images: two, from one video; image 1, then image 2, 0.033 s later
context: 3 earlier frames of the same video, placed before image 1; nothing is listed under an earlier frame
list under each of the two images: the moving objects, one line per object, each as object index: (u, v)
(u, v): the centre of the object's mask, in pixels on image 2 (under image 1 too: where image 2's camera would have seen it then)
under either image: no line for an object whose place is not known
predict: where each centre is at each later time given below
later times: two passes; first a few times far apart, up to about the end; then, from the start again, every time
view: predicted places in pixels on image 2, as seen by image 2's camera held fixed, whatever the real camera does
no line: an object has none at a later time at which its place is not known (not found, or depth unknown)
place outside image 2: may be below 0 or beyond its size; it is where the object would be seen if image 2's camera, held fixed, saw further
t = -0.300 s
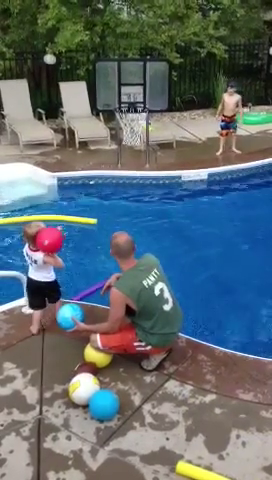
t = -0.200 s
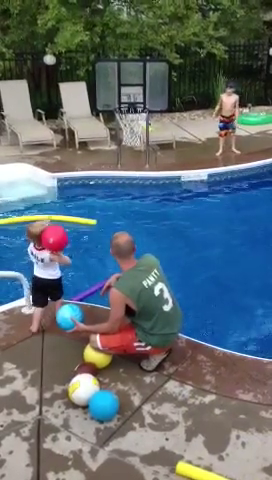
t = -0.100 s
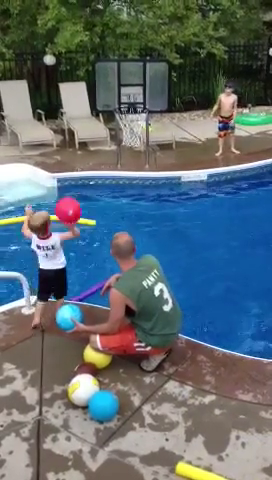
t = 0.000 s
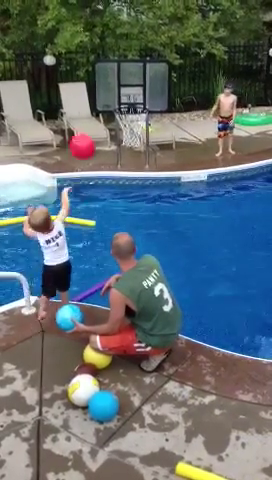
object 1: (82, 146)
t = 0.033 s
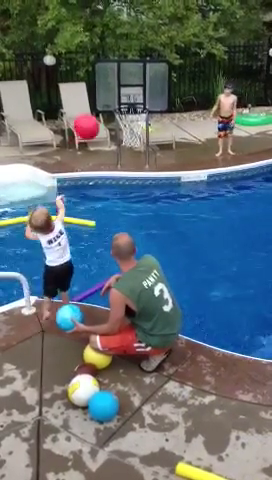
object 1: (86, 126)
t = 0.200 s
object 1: (103, 59)
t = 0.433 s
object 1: (120, 28)
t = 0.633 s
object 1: (131, 47)
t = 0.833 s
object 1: (137, 94)
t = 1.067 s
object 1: (166, 165)
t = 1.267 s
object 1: (191, 219)
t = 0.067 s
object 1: (90, 109)
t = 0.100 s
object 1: (94, 95)
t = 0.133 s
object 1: (97, 81)
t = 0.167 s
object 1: (100, 69)
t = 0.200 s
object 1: (103, 59)
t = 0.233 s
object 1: (106, 50)
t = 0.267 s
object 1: (107, 42)
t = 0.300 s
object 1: (110, 37)
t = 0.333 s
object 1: (113, 31)
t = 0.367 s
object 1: (116, 29)
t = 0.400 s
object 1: (118, 28)
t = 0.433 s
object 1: (120, 28)
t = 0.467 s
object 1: (121, 29)
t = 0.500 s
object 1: (124, 30)
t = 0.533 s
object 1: (126, 34)
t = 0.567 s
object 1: (127, 37)
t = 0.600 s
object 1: (129, 41)
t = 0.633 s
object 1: (131, 47)
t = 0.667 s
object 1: (132, 53)
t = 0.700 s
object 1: (134, 60)
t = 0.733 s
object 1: (135, 68)
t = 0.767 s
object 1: (136, 76)
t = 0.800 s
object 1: (136, 85)
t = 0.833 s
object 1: (137, 94)
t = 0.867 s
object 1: (138, 103)
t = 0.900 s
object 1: (139, 112)
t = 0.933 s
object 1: (143, 120)
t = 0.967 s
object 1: (149, 131)
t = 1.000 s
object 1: (155, 142)
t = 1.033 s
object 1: (161, 153)
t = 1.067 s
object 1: (166, 165)
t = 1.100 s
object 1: (172, 179)
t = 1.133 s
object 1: (178, 192)
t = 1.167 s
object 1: (183, 206)
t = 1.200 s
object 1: (189, 215)
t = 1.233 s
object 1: (190, 217)
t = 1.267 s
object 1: (191, 219)
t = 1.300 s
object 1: (192, 219)
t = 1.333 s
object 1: (193, 219)
